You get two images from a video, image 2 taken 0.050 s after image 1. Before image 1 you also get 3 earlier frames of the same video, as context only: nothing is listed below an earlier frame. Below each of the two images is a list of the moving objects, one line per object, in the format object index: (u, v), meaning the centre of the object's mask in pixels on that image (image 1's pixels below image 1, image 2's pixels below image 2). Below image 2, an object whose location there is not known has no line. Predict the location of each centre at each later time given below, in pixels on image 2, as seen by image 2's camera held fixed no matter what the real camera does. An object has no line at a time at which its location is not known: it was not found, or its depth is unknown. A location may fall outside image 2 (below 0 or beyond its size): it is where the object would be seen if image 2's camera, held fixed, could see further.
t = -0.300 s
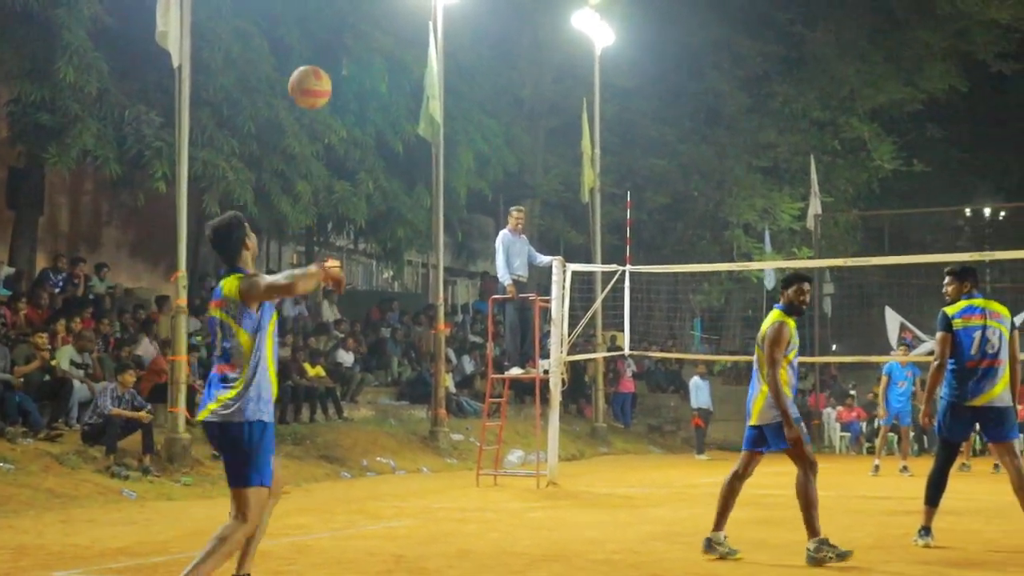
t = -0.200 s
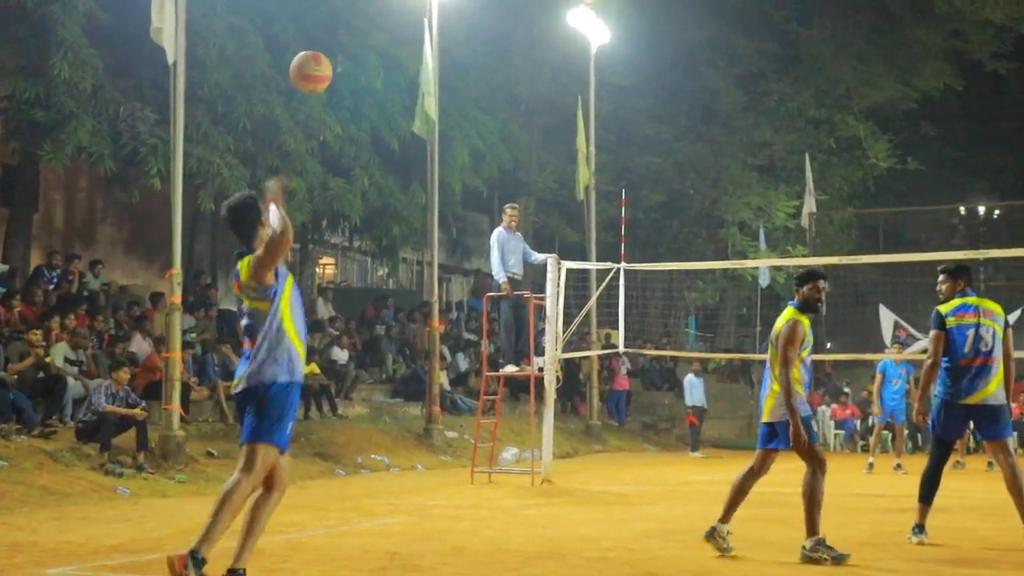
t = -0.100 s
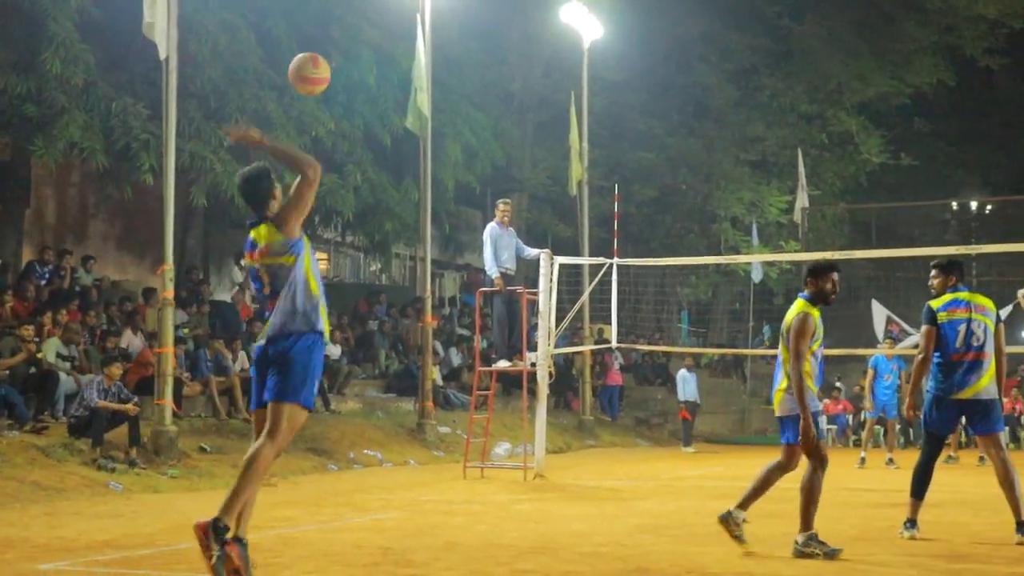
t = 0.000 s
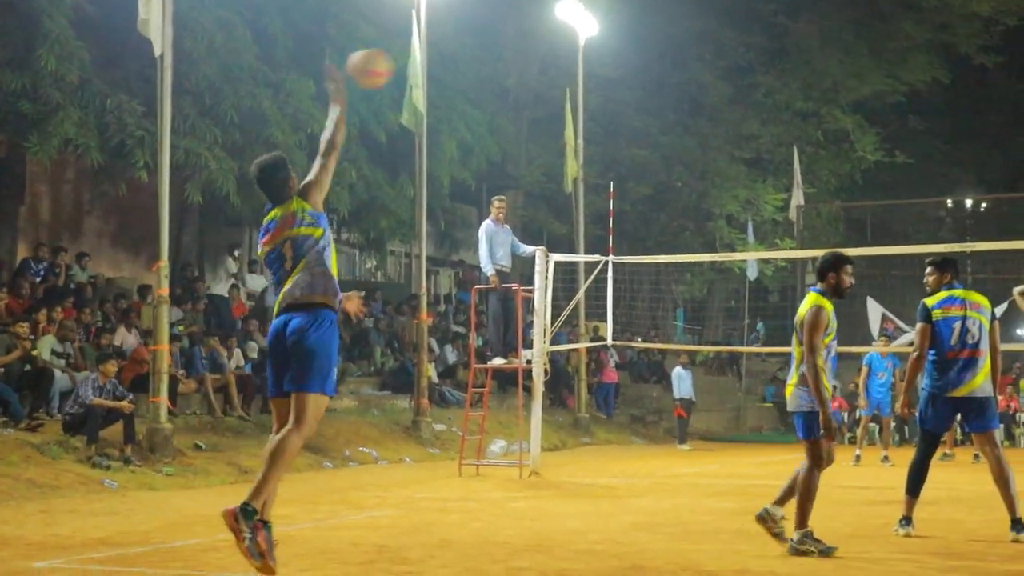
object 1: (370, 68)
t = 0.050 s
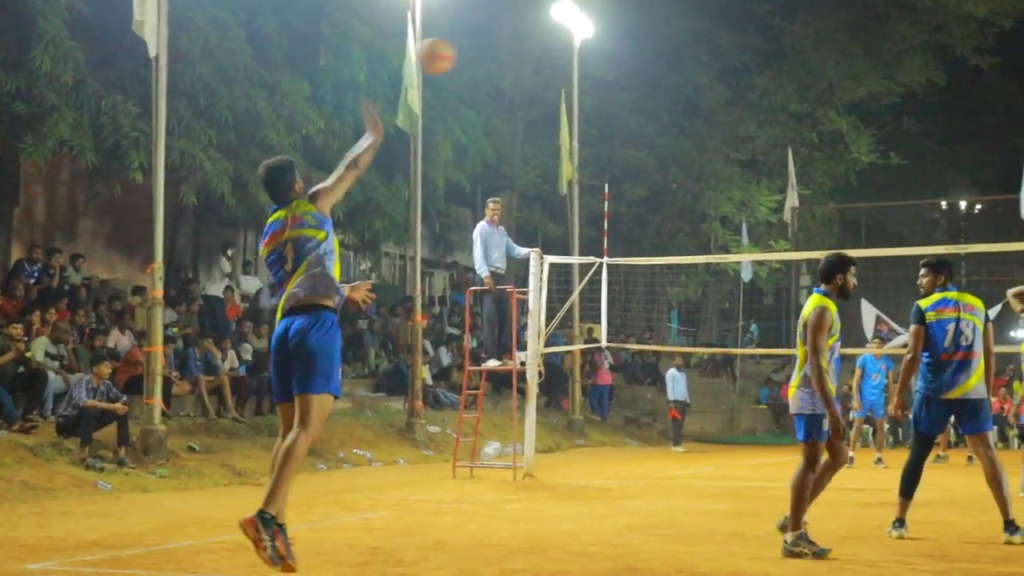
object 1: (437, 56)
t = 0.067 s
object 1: (456, 52)
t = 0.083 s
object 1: (475, 49)
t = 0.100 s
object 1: (496, 47)
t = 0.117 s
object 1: (513, 45)
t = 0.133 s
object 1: (530, 43)
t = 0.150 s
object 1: (546, 43)
